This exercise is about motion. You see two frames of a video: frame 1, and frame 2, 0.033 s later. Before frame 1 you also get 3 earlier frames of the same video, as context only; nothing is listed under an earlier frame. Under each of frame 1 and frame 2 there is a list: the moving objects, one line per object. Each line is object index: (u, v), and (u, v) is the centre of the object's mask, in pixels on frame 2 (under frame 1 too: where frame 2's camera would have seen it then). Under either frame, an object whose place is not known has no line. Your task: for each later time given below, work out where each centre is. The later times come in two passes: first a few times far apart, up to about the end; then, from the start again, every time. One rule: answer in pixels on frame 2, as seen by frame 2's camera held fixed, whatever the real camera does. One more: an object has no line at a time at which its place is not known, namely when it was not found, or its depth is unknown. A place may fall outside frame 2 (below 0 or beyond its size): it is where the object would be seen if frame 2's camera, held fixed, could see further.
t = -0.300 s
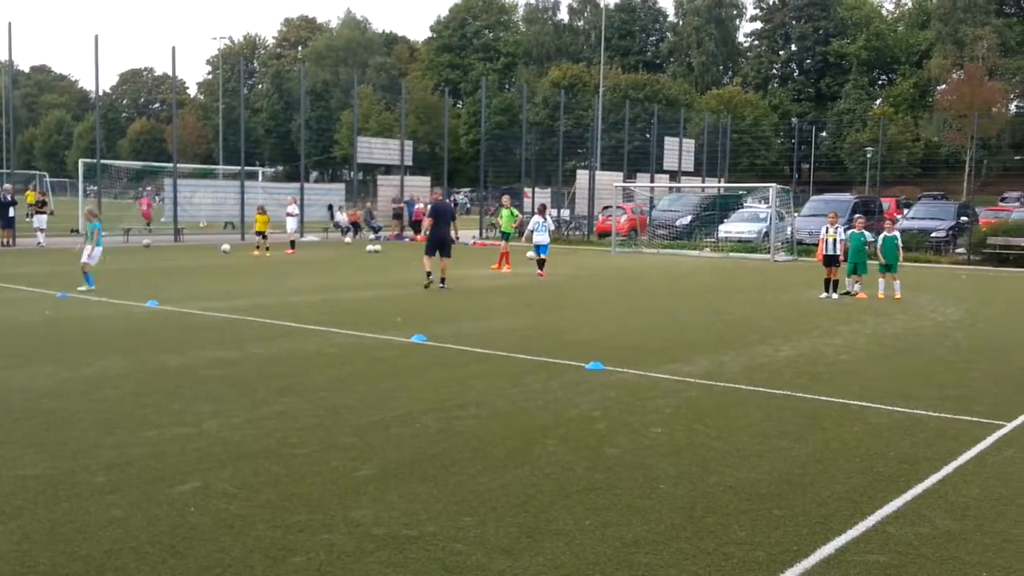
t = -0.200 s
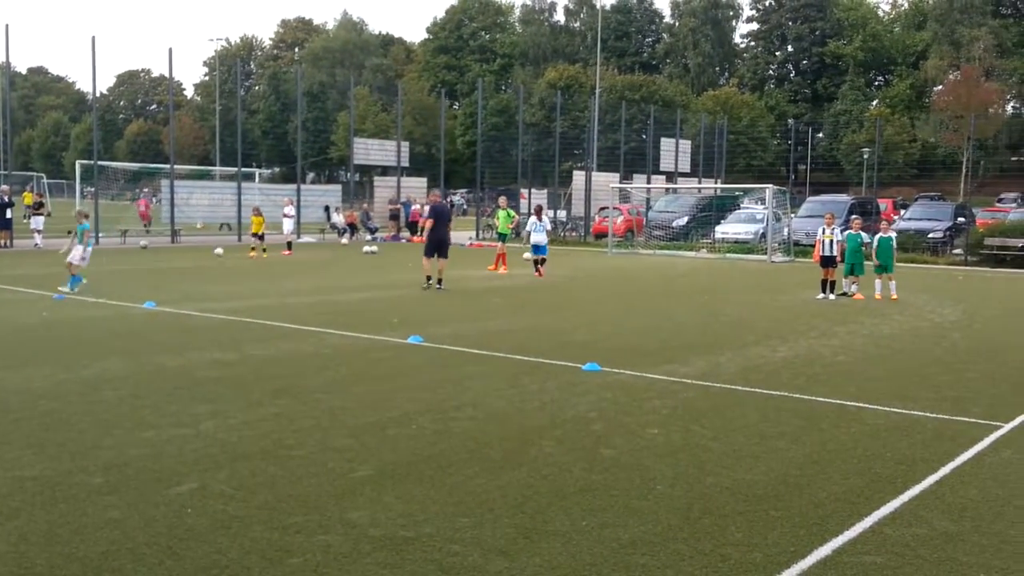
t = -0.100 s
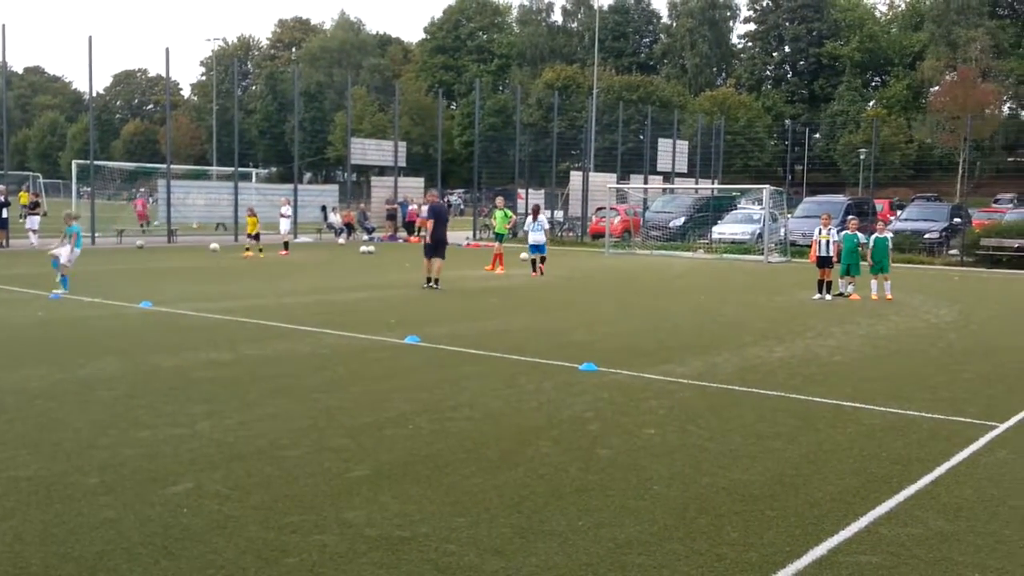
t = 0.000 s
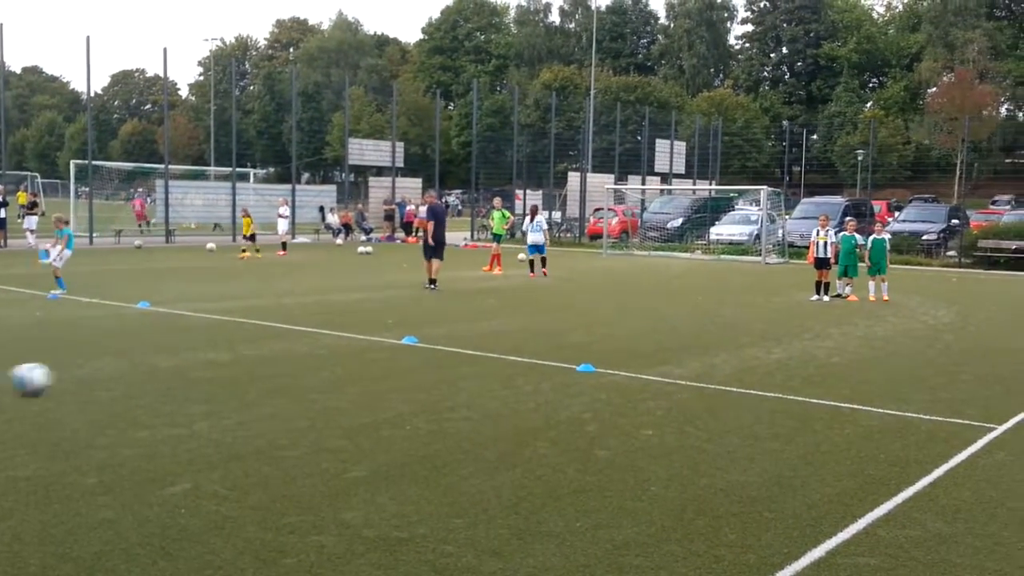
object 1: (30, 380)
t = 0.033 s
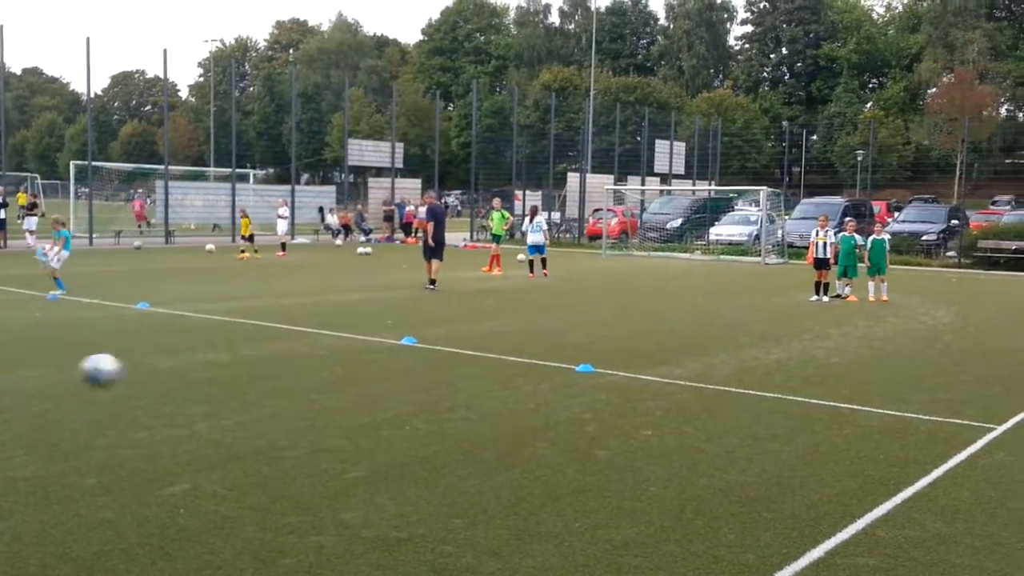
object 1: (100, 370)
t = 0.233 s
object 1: (432, 346)
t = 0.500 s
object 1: (697, 350)
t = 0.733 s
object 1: (827, 341)
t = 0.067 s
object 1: (166, 362)
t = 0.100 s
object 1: (228, 356)
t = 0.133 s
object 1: (284, 350)
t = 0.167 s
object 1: (337, 347)
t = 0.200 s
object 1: (387, 346)
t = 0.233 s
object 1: (432, 346)
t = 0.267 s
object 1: (475, 346)
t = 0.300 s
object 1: (515, 348)
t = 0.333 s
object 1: (553, 352)
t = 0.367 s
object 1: (589, 356)
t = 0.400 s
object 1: (622, 360)
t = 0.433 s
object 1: (654, 365)
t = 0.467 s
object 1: (676, 357)
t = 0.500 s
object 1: (697, 350)
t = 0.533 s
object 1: (719, 345)
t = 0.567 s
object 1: (739, 341)
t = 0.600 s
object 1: (758, 339)
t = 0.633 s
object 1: (776, 338)
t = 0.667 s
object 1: (794, 337)
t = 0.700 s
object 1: (811, 339)
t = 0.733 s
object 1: (827, 341)
